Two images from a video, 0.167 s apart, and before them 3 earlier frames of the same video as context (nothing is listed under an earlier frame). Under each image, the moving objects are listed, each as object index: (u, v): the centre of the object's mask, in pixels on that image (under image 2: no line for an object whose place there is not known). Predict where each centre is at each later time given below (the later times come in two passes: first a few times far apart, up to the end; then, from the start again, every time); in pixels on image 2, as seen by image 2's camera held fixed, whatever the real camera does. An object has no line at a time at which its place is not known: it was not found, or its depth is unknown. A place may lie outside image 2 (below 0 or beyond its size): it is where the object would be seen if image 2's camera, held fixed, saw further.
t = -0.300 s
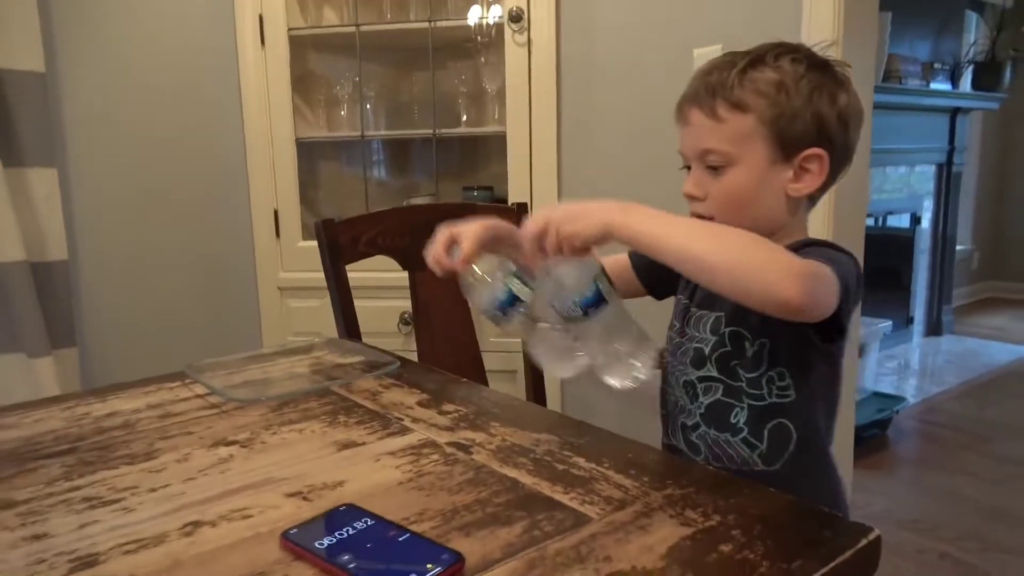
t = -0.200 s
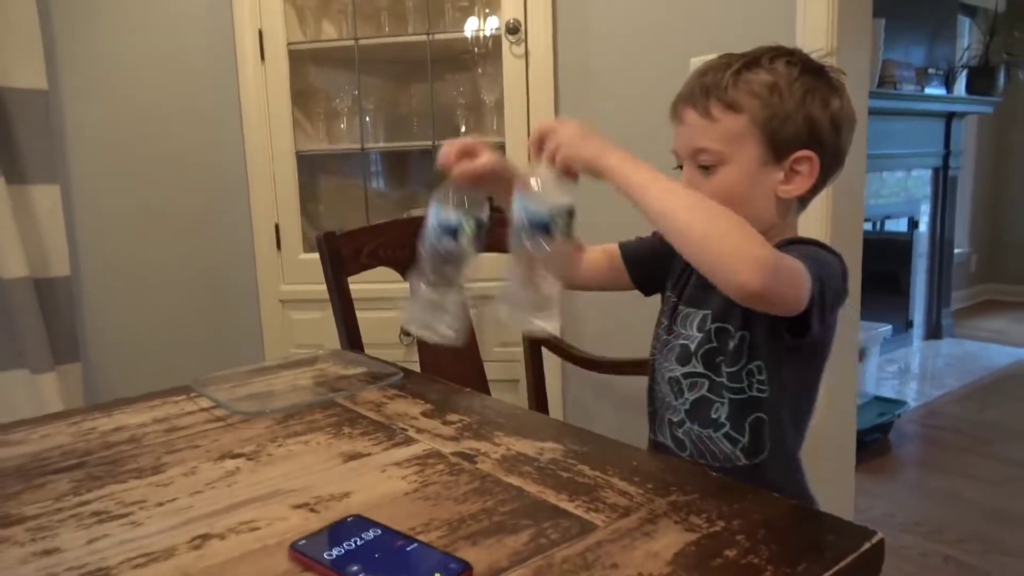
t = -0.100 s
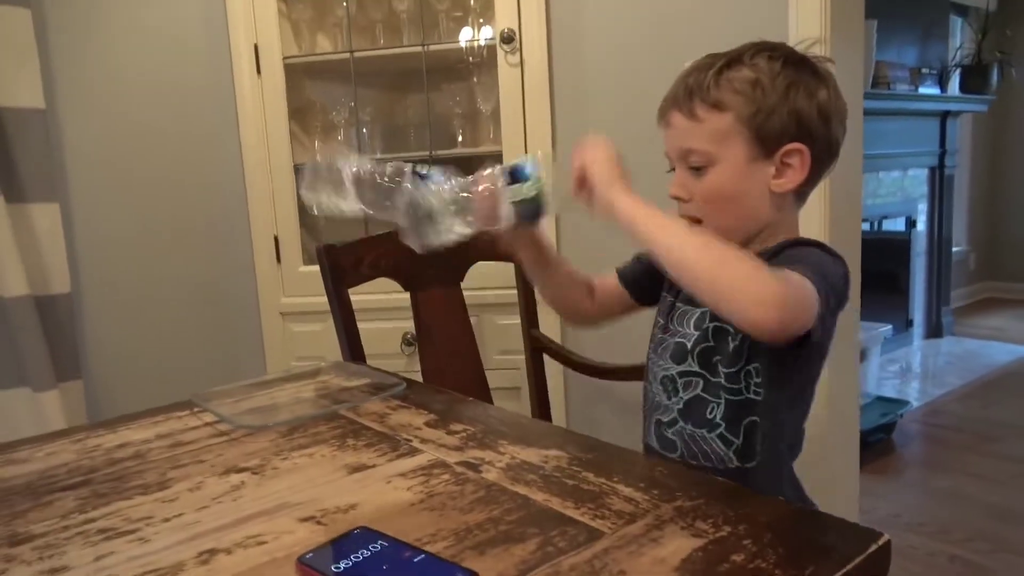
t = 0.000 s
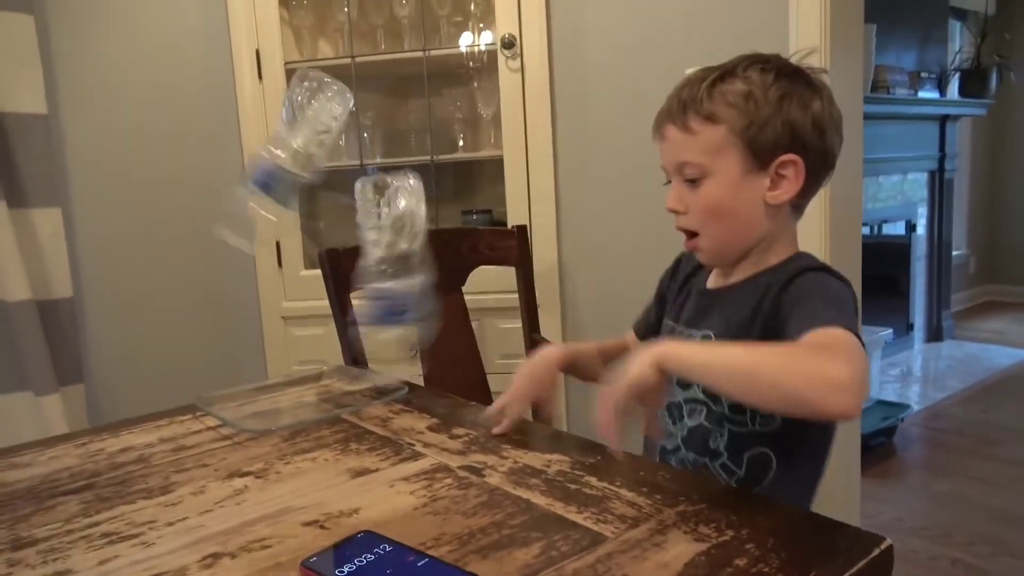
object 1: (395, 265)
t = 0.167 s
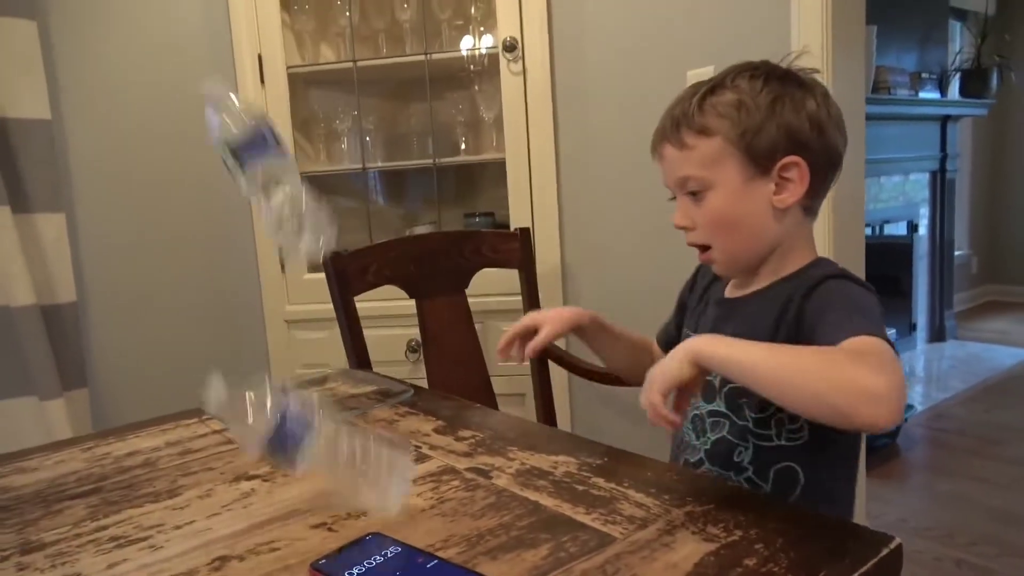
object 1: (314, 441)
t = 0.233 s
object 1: (291, 497)
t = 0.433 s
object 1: (282, 507)
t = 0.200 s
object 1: (295, 484)
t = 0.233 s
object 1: (291, 497)
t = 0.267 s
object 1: (286, 499)
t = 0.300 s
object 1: (283, 501)
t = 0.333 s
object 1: (281, 504)
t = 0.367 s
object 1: (282, 506)
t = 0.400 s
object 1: (282, 507)
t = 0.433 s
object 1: (282, 507)
